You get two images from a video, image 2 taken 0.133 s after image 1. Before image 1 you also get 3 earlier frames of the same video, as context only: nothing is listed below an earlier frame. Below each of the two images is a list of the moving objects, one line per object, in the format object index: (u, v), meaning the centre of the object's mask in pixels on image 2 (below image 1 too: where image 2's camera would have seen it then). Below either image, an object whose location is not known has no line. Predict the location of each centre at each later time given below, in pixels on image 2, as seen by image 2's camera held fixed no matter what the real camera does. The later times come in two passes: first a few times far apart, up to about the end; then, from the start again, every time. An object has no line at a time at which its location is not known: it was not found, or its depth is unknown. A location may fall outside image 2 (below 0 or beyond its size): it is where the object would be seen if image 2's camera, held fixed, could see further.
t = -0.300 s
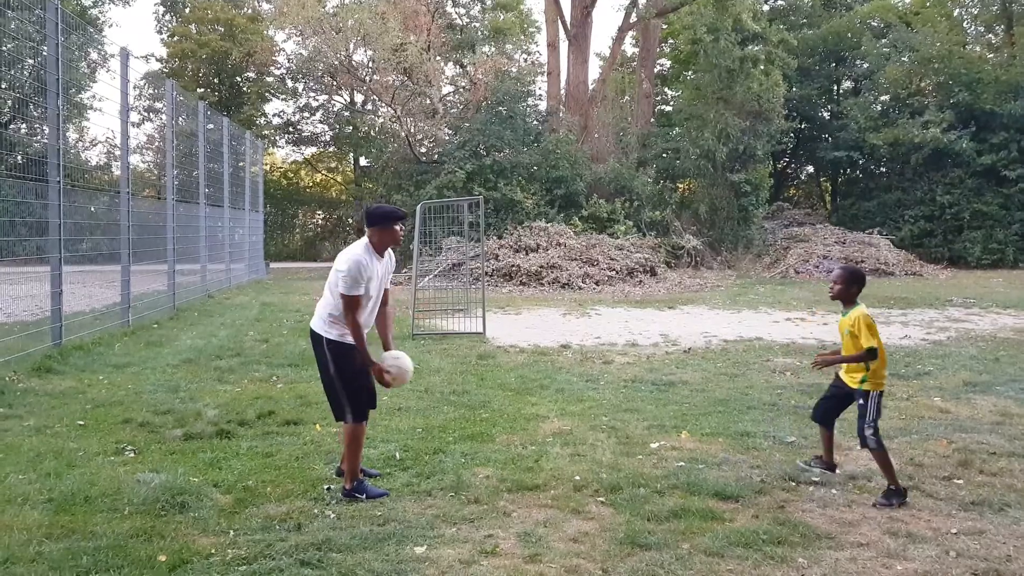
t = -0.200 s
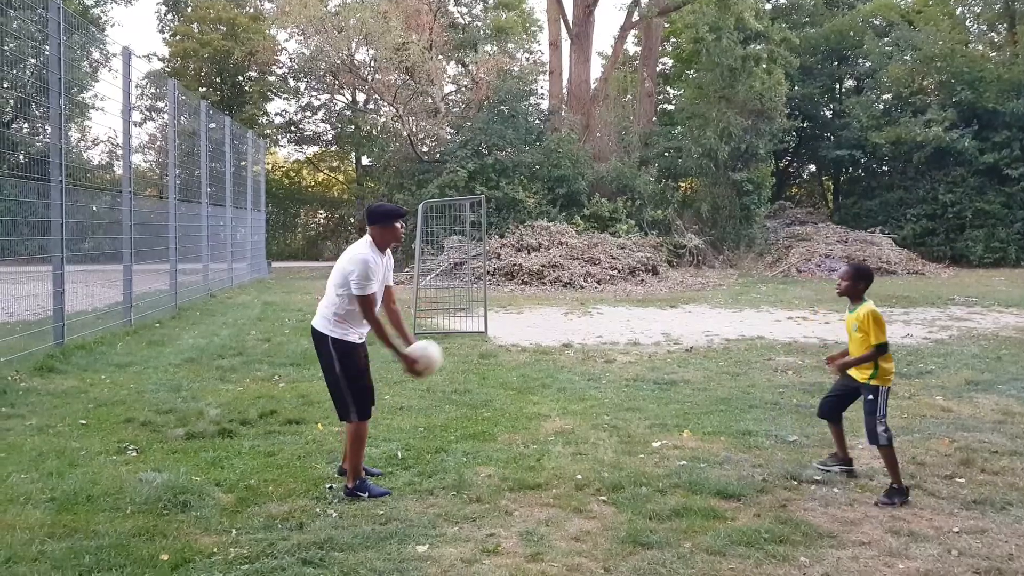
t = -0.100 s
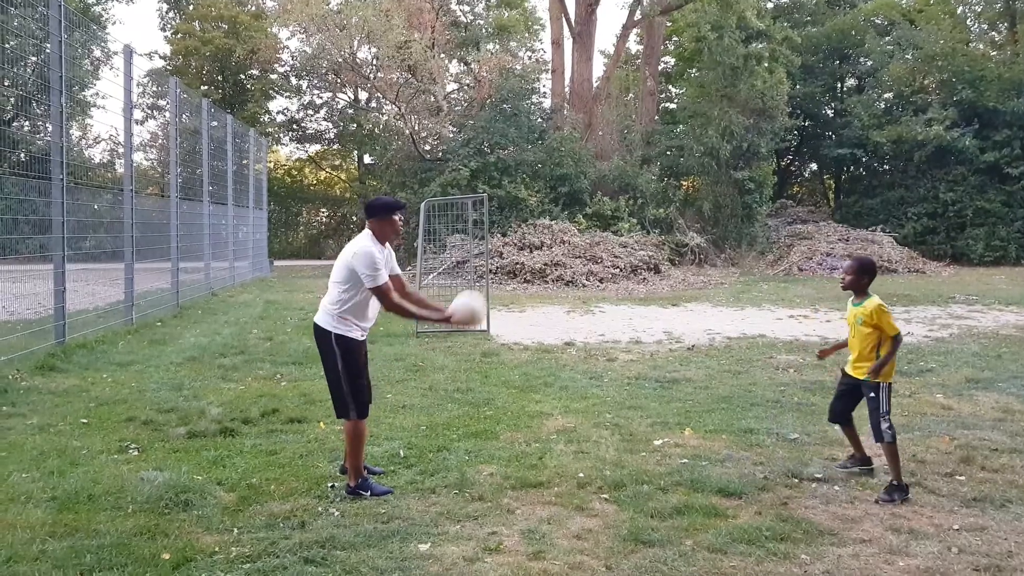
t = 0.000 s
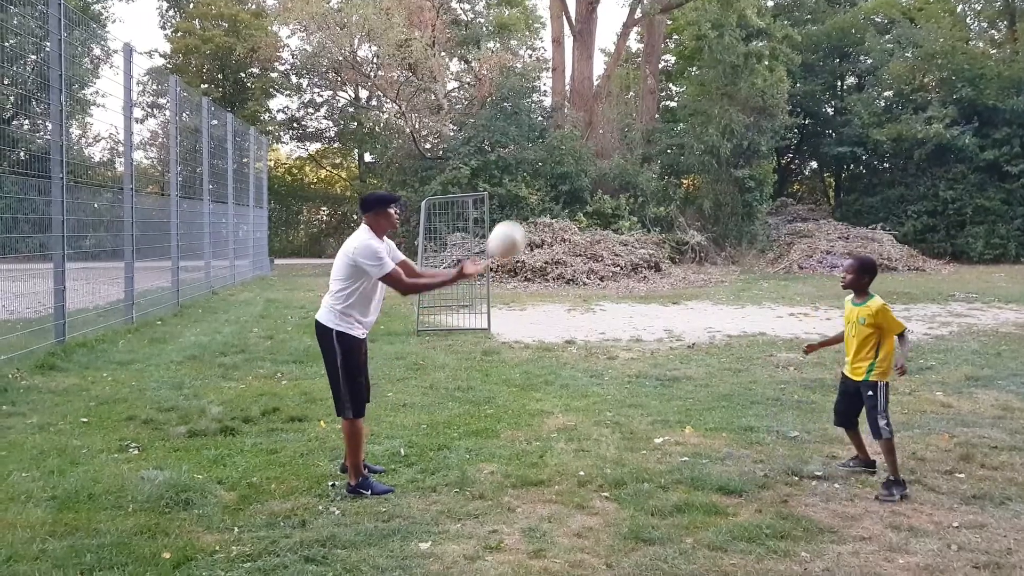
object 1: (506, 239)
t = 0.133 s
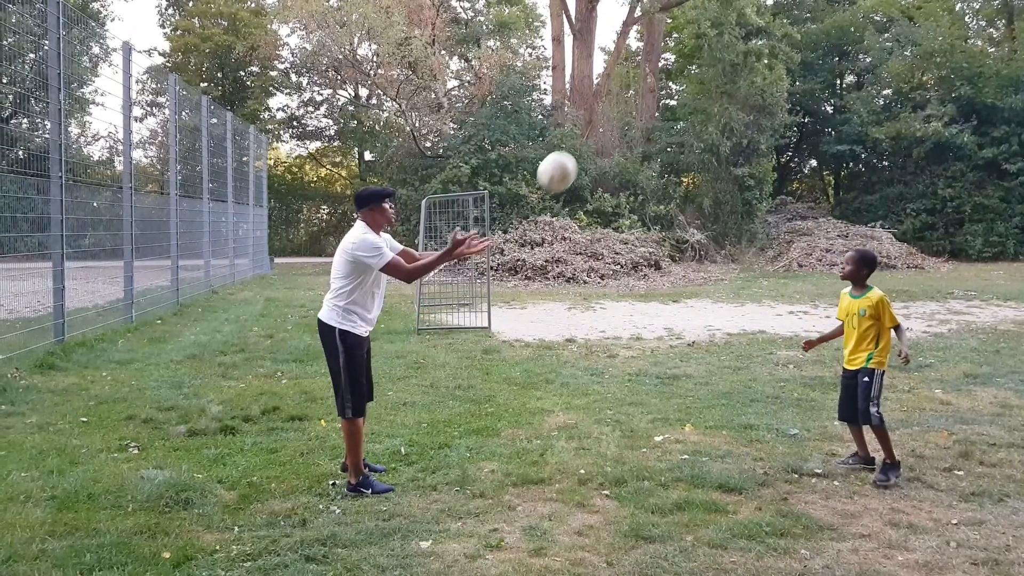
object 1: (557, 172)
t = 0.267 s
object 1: (607, 131)
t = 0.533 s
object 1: (704, 136)
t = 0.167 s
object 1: (570, 159)
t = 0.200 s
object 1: (582, 147)
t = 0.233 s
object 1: (595, 138)
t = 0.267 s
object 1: (607, 131)
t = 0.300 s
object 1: (620, 126)
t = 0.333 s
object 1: (632, 121)
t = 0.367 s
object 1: (644, 119)
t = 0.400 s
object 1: (656, 119)
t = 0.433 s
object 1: (668, 120)
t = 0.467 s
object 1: (680, 124)
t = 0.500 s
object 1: (692, 130)
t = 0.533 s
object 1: (704, 136)
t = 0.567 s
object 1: (716, 145)
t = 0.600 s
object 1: (727, 156)
